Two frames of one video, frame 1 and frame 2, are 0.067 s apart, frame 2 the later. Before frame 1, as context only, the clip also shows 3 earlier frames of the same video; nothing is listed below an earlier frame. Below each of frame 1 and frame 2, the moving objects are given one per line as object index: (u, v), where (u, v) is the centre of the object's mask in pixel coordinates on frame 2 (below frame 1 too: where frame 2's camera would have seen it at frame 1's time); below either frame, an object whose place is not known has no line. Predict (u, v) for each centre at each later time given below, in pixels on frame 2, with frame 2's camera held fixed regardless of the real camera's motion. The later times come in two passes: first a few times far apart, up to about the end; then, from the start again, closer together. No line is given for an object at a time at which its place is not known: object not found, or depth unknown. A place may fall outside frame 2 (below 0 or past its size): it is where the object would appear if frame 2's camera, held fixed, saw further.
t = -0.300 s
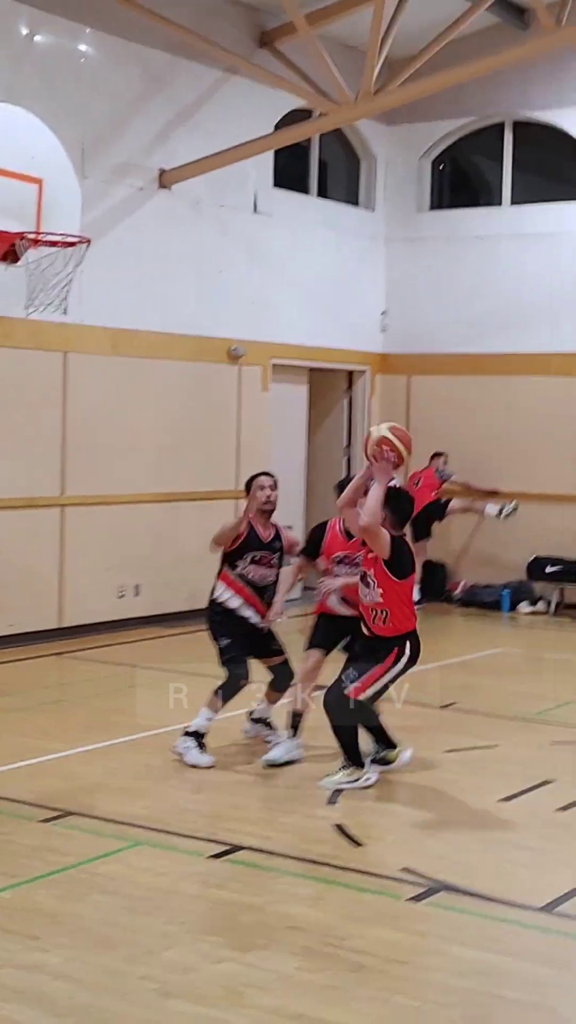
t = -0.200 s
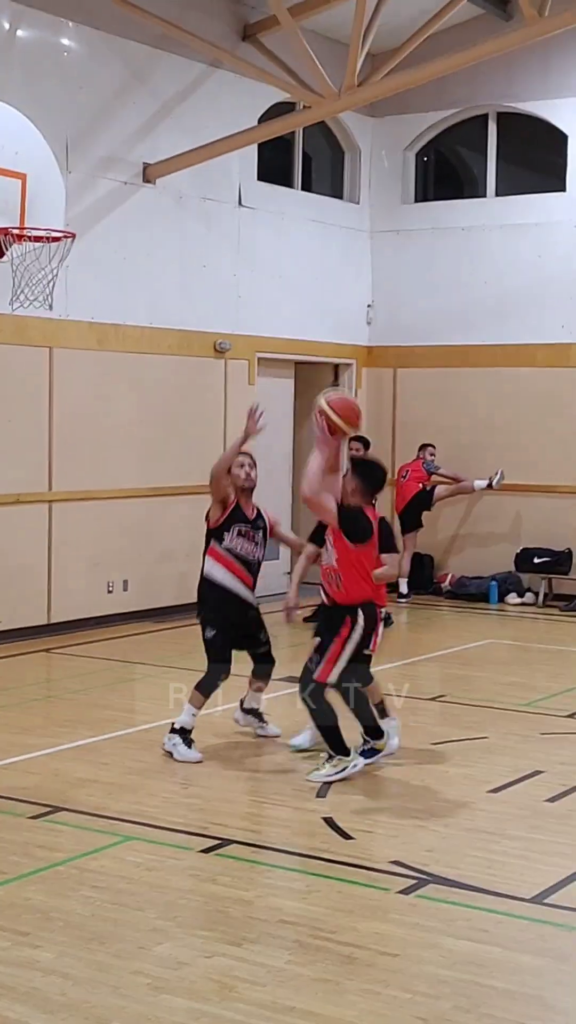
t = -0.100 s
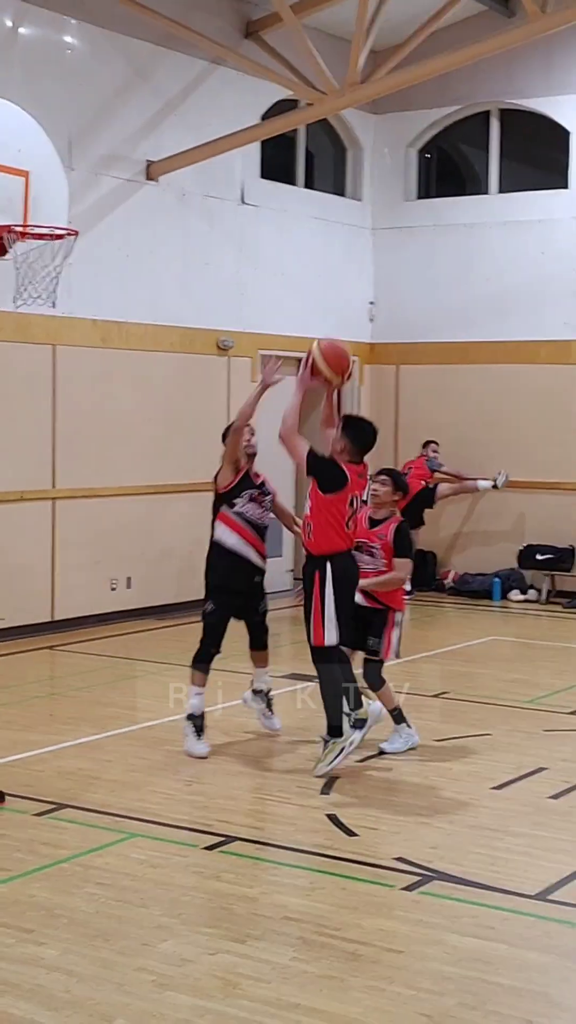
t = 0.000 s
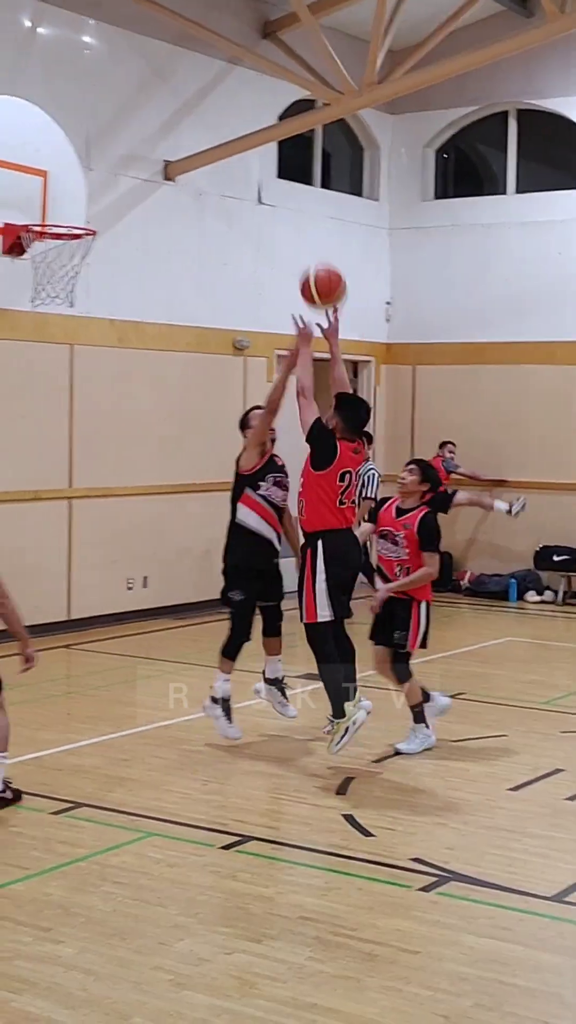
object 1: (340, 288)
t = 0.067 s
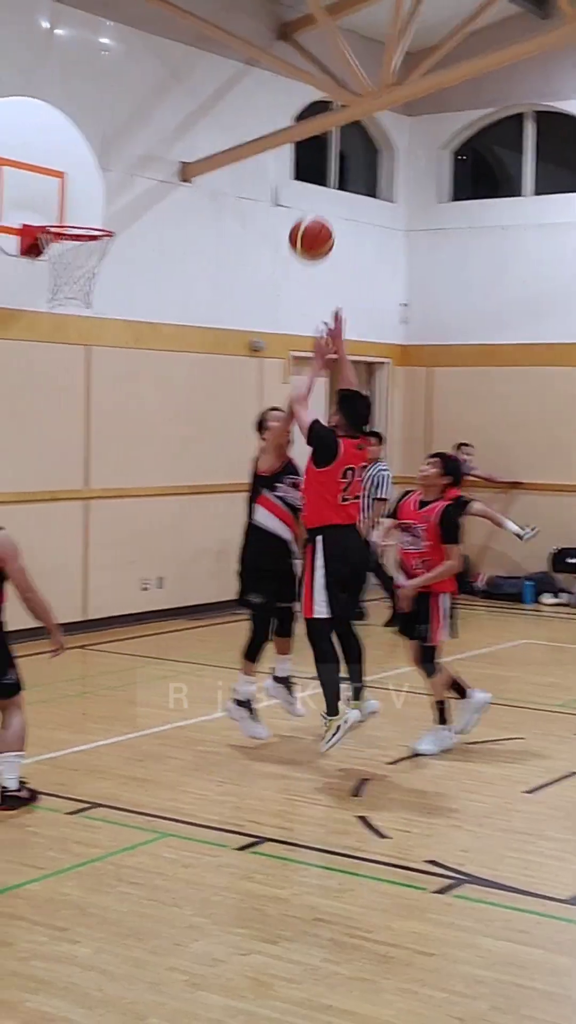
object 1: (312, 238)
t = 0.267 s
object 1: (236, 146)
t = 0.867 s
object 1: (87, 290)
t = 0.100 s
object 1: (298, 217)
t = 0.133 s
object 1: (285, 198)
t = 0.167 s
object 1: (274, 182)
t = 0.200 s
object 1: (260, 168)
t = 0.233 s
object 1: (248, 156)
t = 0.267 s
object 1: (236, 146)
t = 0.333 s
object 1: (212, 131)
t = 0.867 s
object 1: (87, 290)
